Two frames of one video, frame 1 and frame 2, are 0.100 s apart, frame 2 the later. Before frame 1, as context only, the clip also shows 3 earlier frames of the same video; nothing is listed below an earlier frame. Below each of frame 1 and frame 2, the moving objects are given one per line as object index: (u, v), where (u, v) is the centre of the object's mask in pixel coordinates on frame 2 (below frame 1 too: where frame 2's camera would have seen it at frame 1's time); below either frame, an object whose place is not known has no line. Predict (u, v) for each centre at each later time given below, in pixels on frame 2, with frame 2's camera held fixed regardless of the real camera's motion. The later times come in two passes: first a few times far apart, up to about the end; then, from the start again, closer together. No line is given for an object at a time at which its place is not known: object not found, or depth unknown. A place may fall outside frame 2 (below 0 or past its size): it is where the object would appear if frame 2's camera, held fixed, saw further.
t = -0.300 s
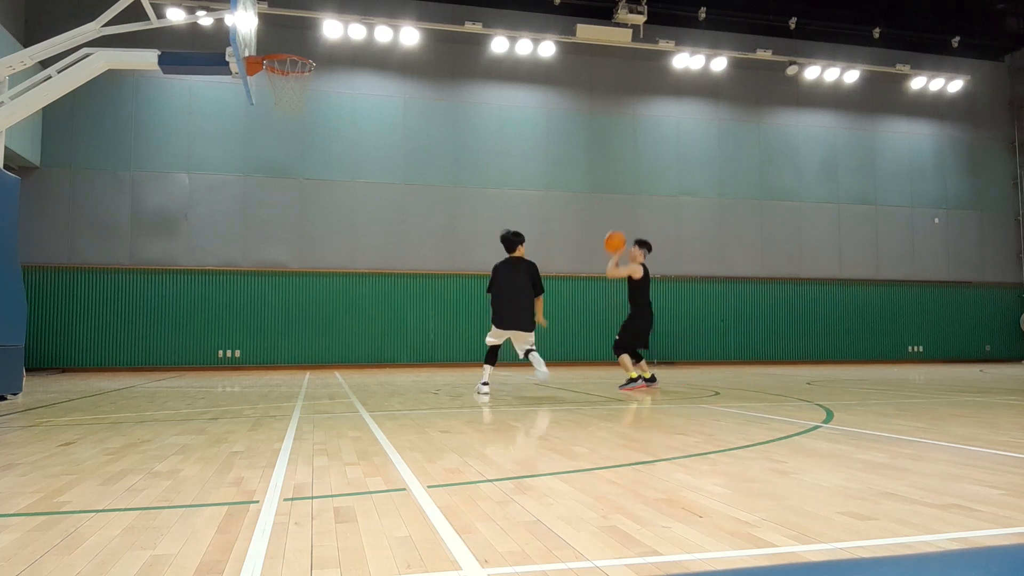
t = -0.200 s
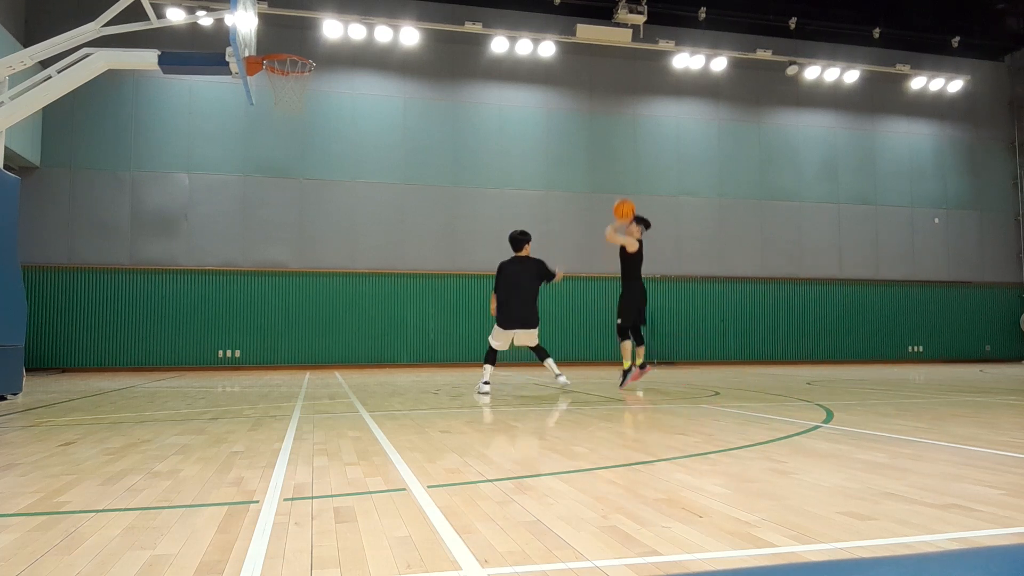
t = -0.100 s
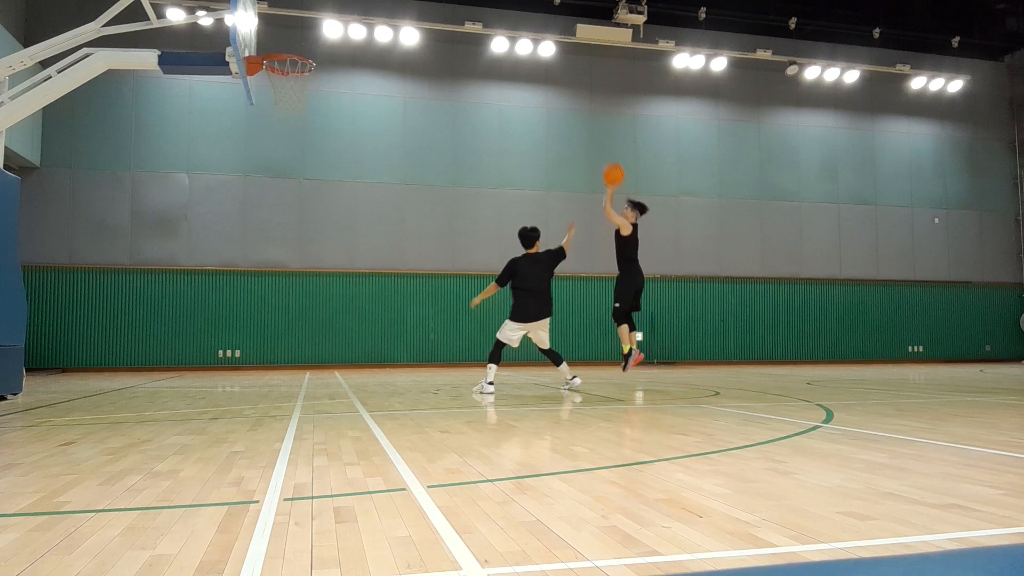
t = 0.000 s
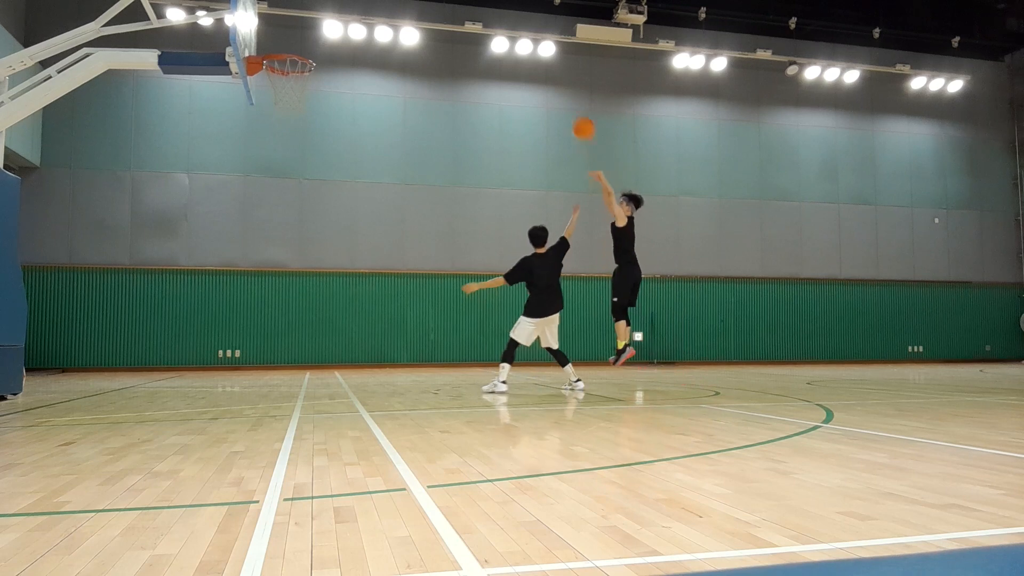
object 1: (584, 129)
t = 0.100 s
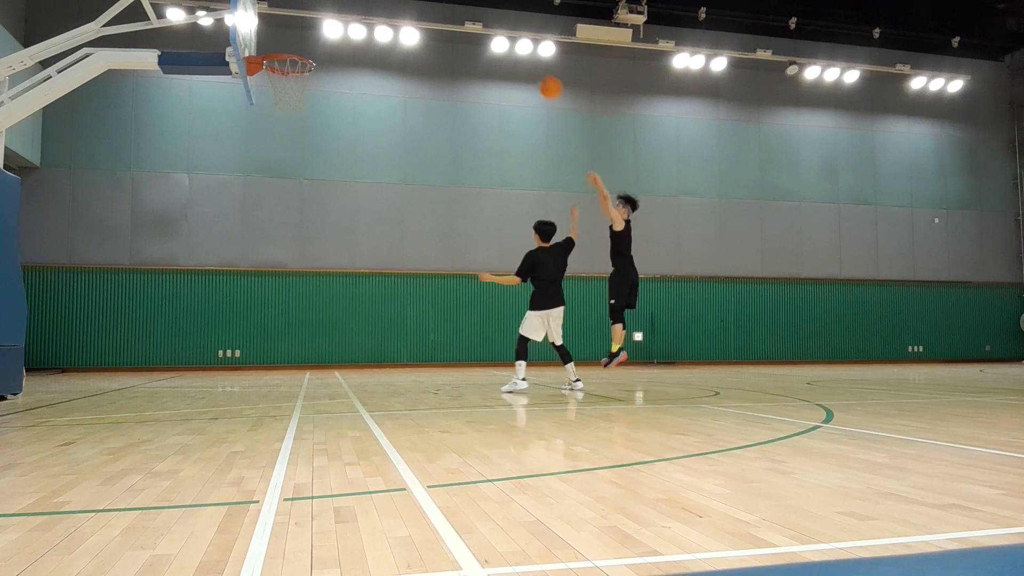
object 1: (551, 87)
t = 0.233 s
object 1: (505, 46)
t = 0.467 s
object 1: (424, 11)
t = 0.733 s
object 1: (324, 32)
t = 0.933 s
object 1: (286, 66)
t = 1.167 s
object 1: (288, 101)
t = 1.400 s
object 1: (262, 161)
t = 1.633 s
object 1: (236, 273)
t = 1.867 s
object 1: (210, 351)
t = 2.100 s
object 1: (191, 261)
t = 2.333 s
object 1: (169, 221)
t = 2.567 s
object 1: (147, 235)
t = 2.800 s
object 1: (122, 306)
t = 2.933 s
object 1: (108, 372)
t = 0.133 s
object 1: (540, 77)
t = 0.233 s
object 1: (505, 46)
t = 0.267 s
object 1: (492, 37)
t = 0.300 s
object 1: (482, 31)
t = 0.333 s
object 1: (471, 25)
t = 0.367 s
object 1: (459, 20)
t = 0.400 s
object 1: (448, 15)
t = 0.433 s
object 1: (436, 12)
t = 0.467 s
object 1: (424, 11)
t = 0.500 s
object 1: (412, 10)
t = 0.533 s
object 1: (401, 10)
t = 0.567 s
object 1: (388, 10)
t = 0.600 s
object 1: (377, 12)
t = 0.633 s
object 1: (365, 13)
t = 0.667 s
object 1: (352, 17)
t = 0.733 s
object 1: (324, 32)
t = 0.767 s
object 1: (312, 40)
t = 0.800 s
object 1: (301, 47)
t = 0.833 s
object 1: (288, 57)
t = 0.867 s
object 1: (281, 62)
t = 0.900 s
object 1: (281, 61)
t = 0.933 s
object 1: (286, 66)
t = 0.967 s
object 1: (297, 68)
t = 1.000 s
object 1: (302, 73)
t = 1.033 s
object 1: (301, 81)
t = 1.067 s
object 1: (299, 87)
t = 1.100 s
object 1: (295, 92)
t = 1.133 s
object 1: (292, 96)
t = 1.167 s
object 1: (288, 101)
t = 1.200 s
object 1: (285, 106)
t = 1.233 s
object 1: (281, 112)
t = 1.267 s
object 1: (277, 120)
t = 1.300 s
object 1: (273, 128)
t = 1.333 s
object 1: (269, 138)
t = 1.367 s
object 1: (265, 149)
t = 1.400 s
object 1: (262, 161)
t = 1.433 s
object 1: (258, 173)
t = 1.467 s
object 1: (254, 187)
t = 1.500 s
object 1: (251, 202)
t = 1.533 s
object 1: (247, 218)
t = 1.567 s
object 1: (243, 235)
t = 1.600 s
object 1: (239, 254)
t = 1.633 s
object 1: (236, 273)
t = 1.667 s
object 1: (232, 293)
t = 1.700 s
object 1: (228, 313)
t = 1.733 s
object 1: (224, 335)
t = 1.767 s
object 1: (220, 358)
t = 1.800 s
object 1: (216, 382)
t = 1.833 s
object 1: (213, 367)
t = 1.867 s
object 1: (210, 351)
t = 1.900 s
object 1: (208, 335)
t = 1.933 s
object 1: (204, 320)
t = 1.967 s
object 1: (202, 307)
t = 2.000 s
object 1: (199, 294)
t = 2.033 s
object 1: (196, 282)
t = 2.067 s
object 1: (193, 271)
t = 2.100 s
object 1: (191, 261)
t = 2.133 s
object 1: (187, 252)
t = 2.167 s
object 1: (184, 244)
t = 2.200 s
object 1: (182, 237)
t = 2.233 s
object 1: (179, 231)
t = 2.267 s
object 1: (176, 227)
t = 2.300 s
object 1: (173, 223)
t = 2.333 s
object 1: (169, 221)
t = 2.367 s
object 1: (166, 220)
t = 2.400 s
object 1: (163, 219)
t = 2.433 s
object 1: (160, 220)
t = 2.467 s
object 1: (157, 222)
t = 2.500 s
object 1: (153, 225)
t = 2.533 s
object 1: (150, 229)
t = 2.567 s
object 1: (147, 235)
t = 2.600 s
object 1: (143, 241)
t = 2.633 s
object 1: (140, 250)
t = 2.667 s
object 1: (137, 258)
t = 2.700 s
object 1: (133, 269)
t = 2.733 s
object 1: (129, 280)
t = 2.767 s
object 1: (126, 292)
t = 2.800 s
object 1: (122, 306)
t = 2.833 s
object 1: (118, 321)
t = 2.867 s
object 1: (115, 337)
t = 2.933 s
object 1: (108, 372)
